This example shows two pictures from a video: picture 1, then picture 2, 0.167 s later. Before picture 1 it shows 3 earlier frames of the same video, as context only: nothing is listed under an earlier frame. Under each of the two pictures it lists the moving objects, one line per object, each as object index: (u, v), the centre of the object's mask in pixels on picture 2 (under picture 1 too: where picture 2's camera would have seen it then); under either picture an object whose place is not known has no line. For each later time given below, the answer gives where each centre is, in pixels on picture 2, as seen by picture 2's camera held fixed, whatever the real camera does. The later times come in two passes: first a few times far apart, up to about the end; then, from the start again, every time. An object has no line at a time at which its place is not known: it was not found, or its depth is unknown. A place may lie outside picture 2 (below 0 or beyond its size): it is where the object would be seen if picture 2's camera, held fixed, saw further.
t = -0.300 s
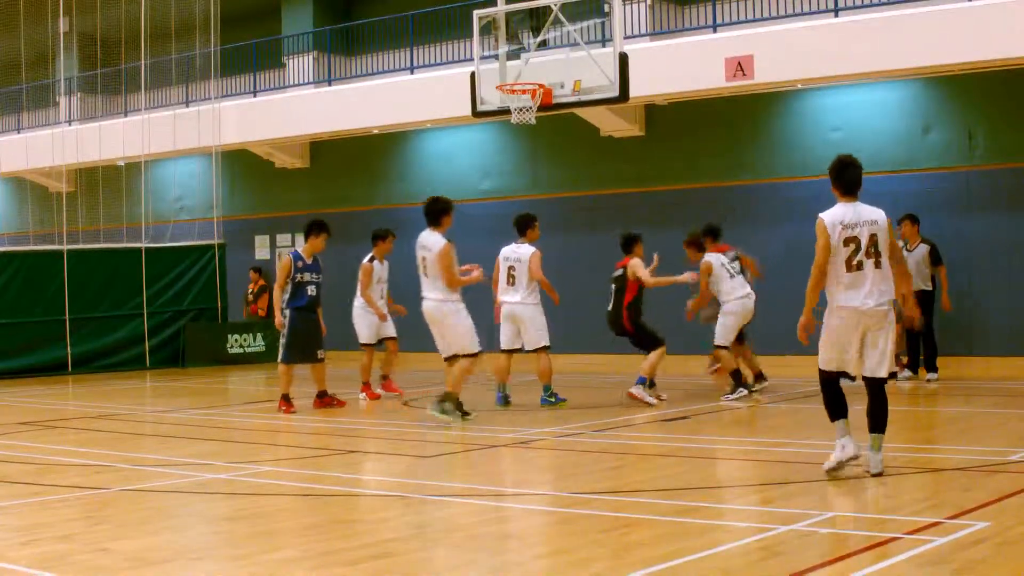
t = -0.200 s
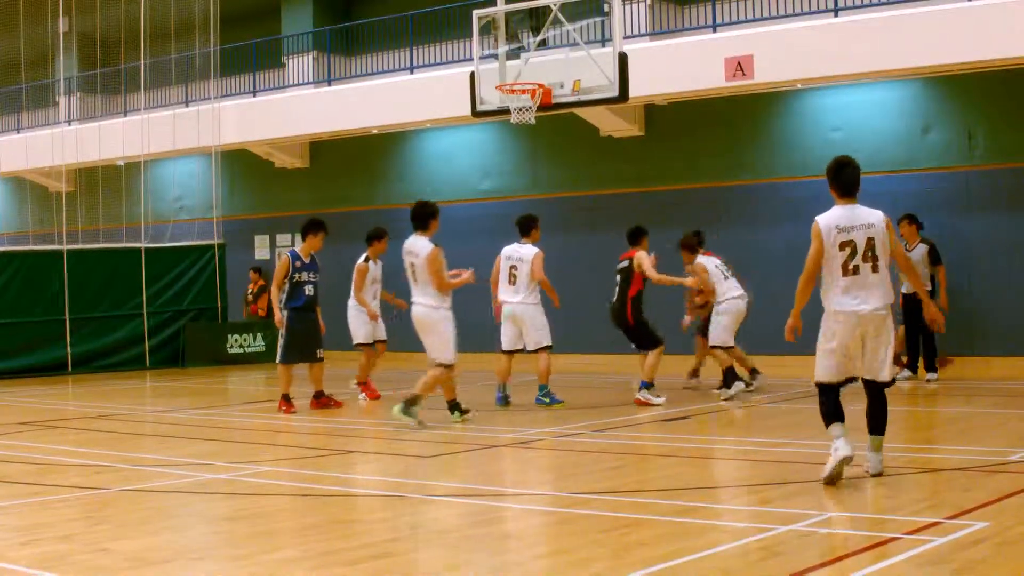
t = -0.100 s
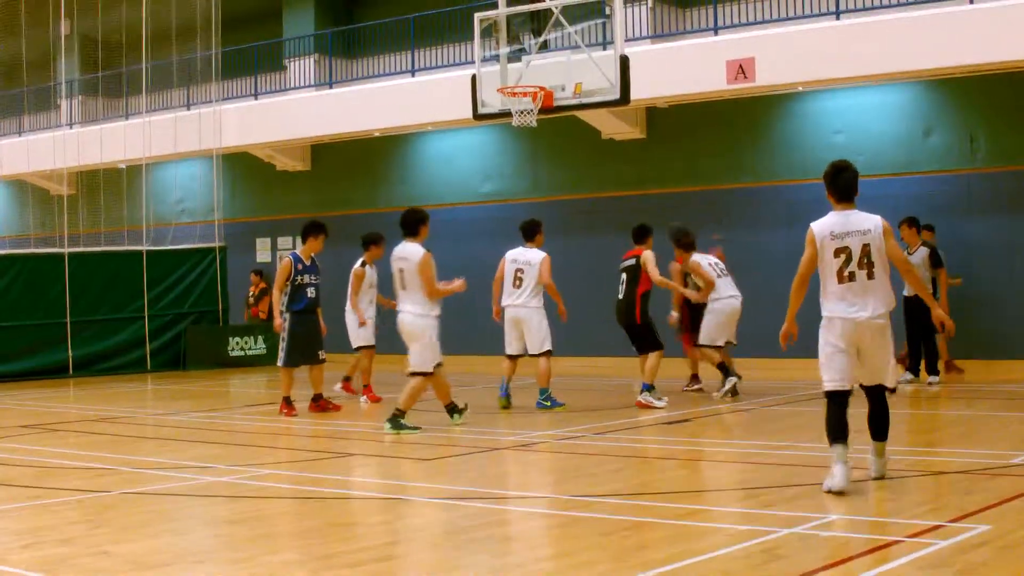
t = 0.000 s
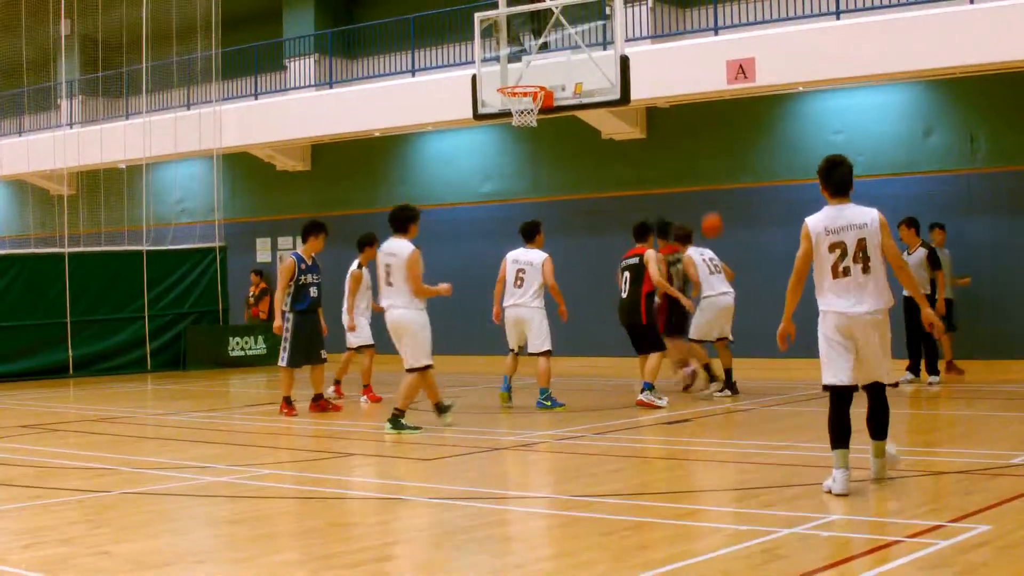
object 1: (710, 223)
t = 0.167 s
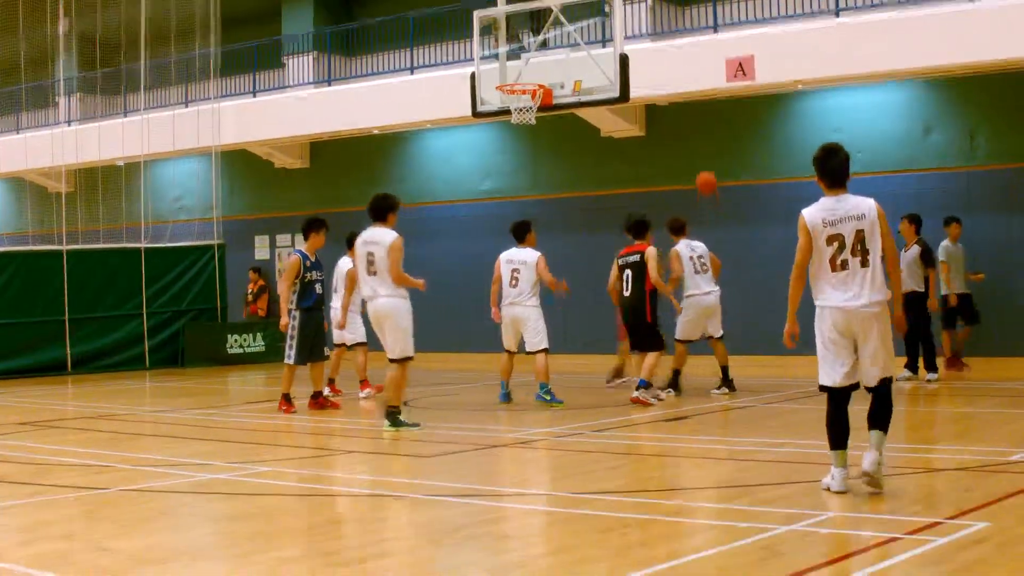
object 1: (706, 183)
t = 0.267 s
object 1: (703, 172)
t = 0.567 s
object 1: (699, 186)
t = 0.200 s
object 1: (706, 179)
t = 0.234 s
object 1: (705, 175)
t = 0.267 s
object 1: (703, 172)
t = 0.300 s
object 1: (703, 171)
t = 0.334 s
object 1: (702, 170)
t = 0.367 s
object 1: (702, 170)
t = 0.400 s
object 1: (701, 170)
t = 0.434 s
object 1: (701, 172)
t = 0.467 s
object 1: (700, 173)
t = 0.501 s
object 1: (700, 177)
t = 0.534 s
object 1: (699, 180)
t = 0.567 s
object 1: (699, 186)
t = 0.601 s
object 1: (698, 192)
